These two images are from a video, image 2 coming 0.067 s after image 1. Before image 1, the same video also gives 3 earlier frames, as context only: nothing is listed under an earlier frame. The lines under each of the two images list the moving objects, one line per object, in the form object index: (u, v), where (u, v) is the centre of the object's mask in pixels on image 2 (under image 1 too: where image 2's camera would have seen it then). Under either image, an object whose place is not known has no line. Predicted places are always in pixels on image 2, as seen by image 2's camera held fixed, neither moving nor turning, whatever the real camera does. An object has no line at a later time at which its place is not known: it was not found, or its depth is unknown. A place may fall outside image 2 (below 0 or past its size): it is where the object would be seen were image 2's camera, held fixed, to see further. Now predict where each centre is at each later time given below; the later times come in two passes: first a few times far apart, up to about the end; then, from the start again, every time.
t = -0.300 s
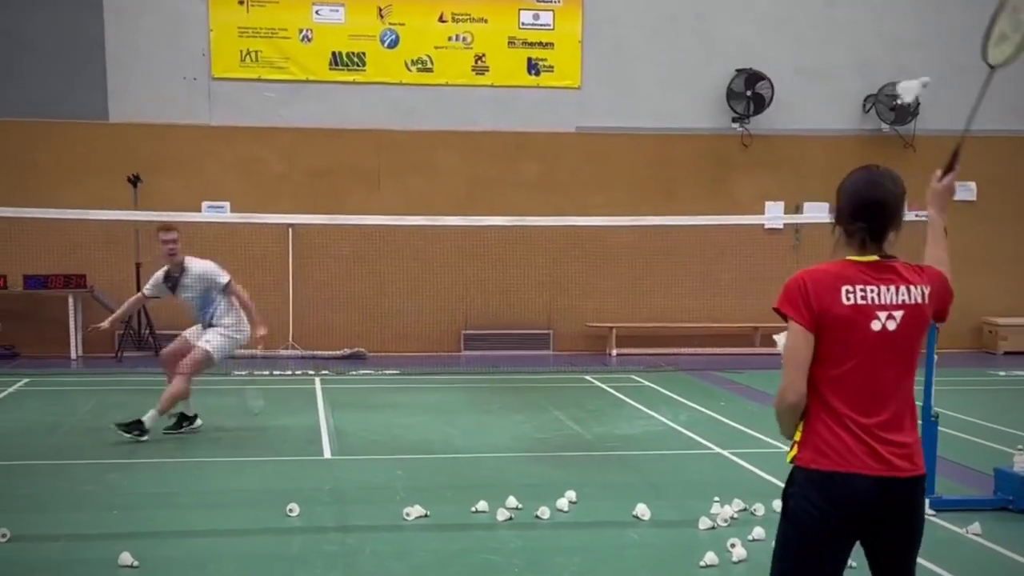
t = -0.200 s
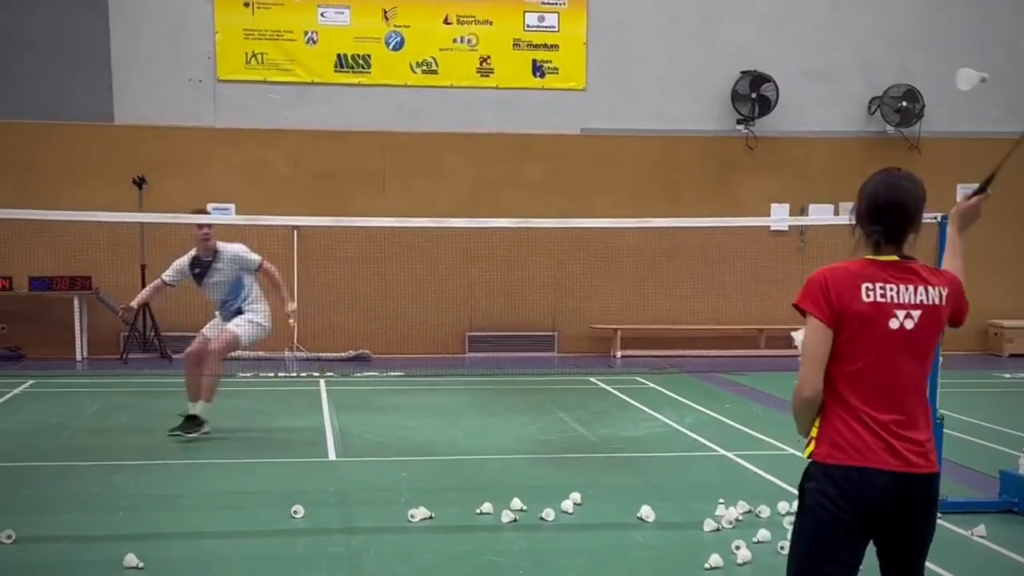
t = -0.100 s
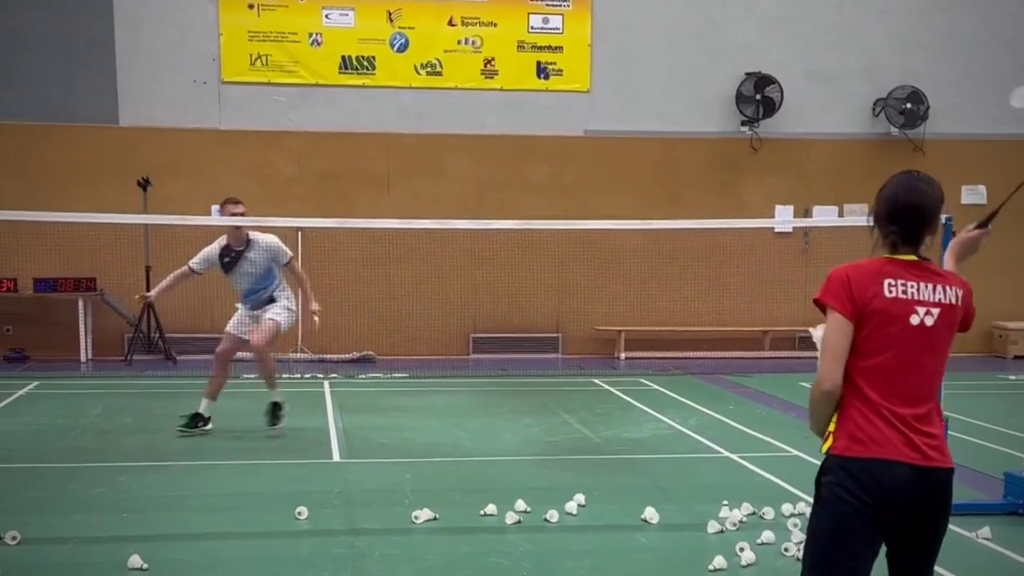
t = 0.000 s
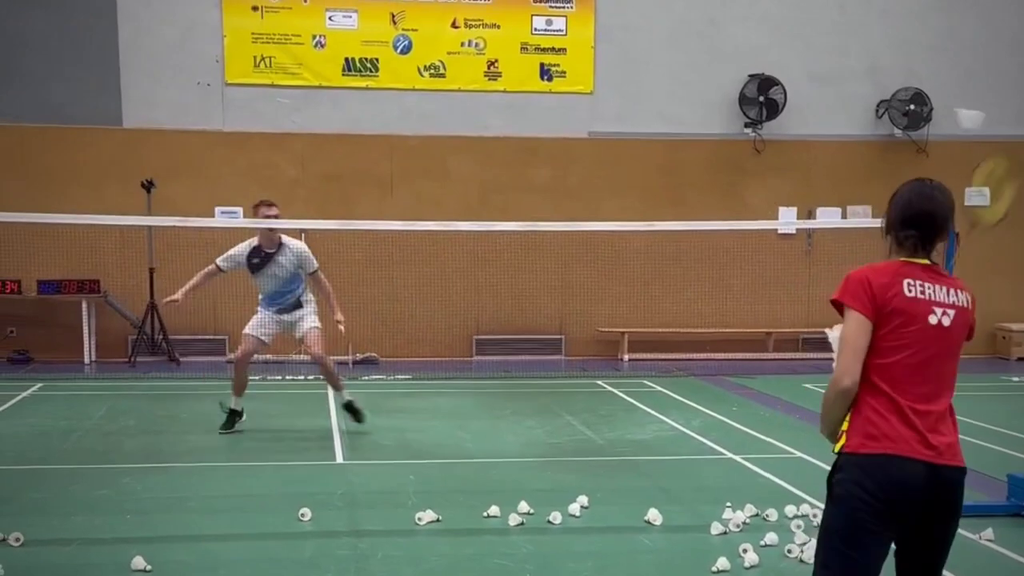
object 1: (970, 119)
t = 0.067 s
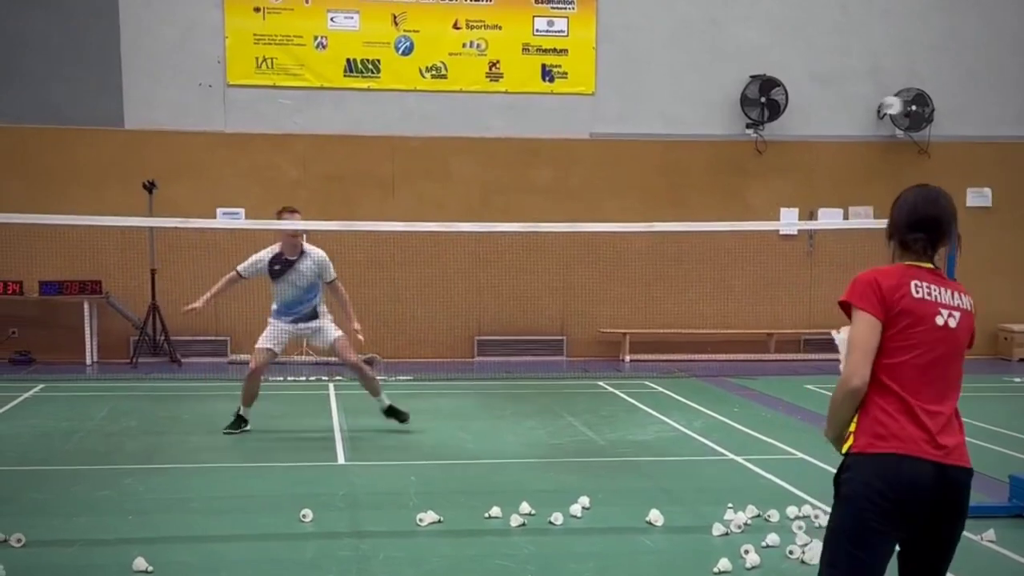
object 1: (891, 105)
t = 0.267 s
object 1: (763, 141)
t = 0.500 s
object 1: (689, 234)
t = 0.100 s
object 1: (863, 105)
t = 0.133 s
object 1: (838, 111)
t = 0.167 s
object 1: (815, 117)
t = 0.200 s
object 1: (796, 123)
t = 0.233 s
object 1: (778, 132)
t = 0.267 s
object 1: (763, 141)
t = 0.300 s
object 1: (749, 152)
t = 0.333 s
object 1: (737, 162)
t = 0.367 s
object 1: (725, 175)
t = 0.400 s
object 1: (715, 188)
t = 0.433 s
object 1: (705, 202)
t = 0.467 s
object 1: (696, 216)
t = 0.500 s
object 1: (689, 234)
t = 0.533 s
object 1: (682, 249)
